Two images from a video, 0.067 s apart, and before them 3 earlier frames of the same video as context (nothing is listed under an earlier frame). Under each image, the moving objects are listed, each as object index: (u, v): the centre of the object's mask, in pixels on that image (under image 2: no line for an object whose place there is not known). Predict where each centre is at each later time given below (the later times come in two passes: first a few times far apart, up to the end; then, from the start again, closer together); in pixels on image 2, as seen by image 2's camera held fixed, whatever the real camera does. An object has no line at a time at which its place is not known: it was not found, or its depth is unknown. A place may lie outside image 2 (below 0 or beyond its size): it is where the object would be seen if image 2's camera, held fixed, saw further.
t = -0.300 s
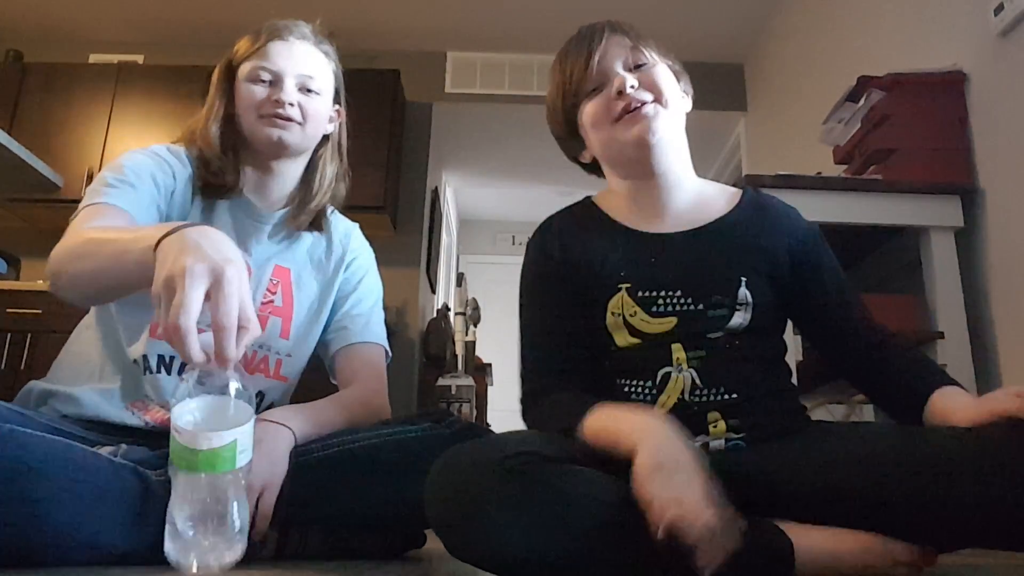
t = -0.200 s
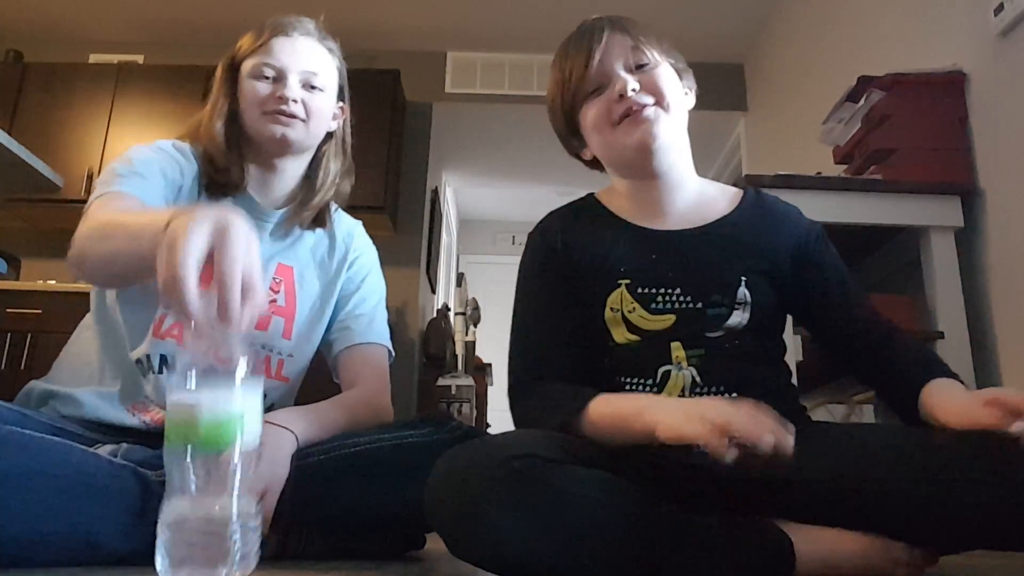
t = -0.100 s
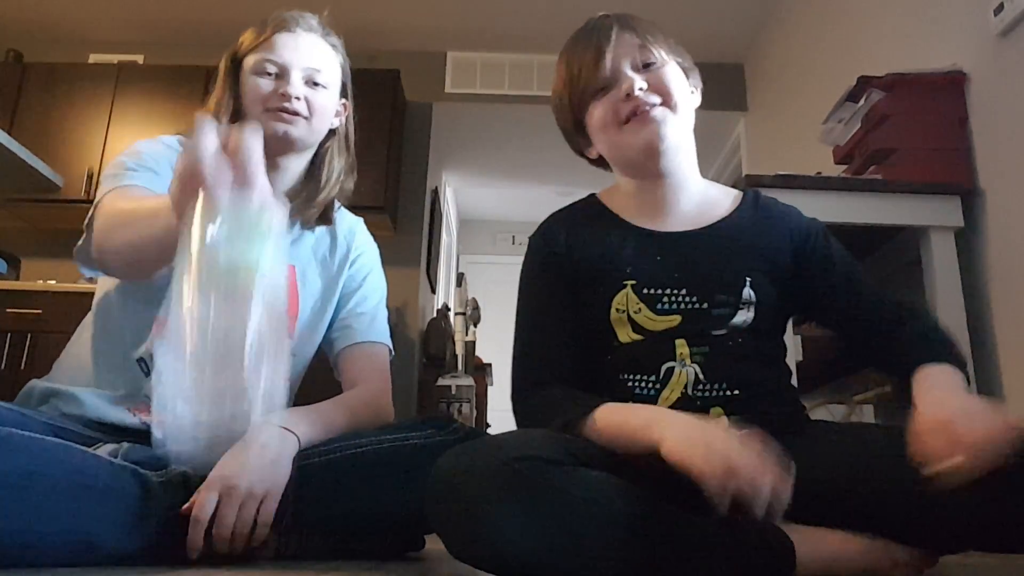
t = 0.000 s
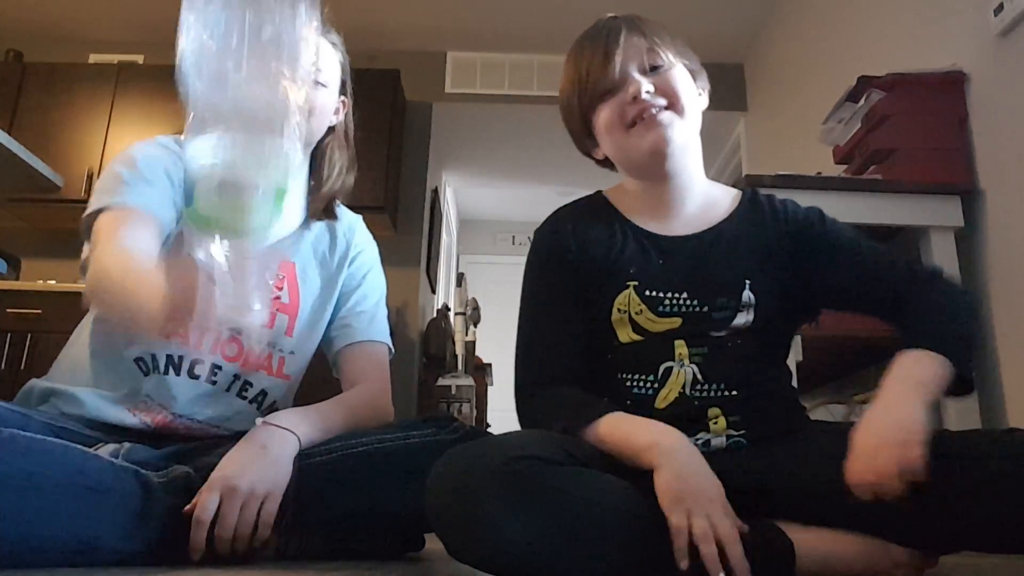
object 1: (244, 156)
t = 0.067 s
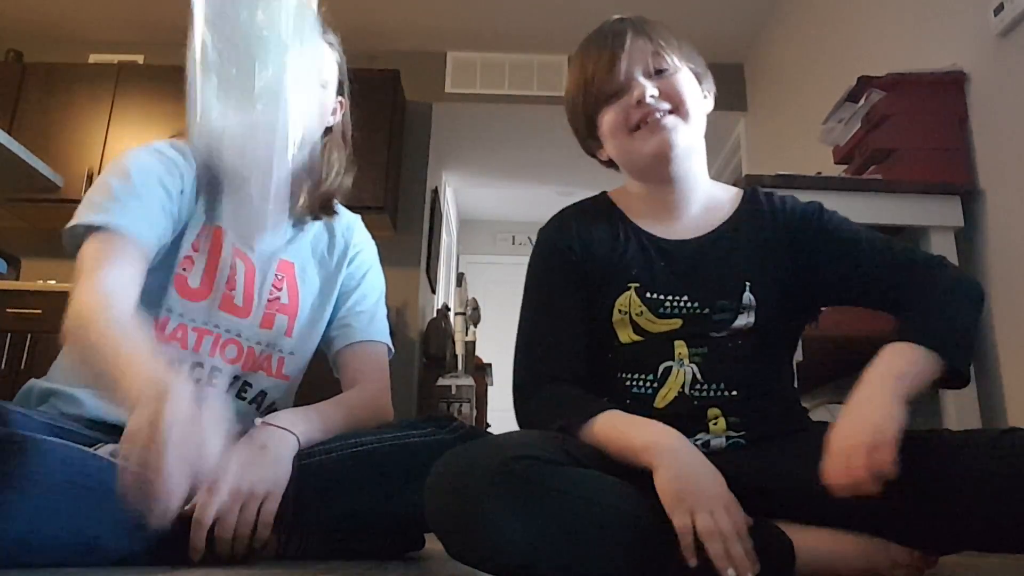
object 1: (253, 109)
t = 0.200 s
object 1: (232, 85)
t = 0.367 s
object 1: (157, 427)
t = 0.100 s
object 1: (250, 35)
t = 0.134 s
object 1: (243, 30)
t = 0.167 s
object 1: (239, 56)
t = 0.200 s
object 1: (232, 85)
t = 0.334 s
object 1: (173, 350)
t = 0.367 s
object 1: (157, 427)
